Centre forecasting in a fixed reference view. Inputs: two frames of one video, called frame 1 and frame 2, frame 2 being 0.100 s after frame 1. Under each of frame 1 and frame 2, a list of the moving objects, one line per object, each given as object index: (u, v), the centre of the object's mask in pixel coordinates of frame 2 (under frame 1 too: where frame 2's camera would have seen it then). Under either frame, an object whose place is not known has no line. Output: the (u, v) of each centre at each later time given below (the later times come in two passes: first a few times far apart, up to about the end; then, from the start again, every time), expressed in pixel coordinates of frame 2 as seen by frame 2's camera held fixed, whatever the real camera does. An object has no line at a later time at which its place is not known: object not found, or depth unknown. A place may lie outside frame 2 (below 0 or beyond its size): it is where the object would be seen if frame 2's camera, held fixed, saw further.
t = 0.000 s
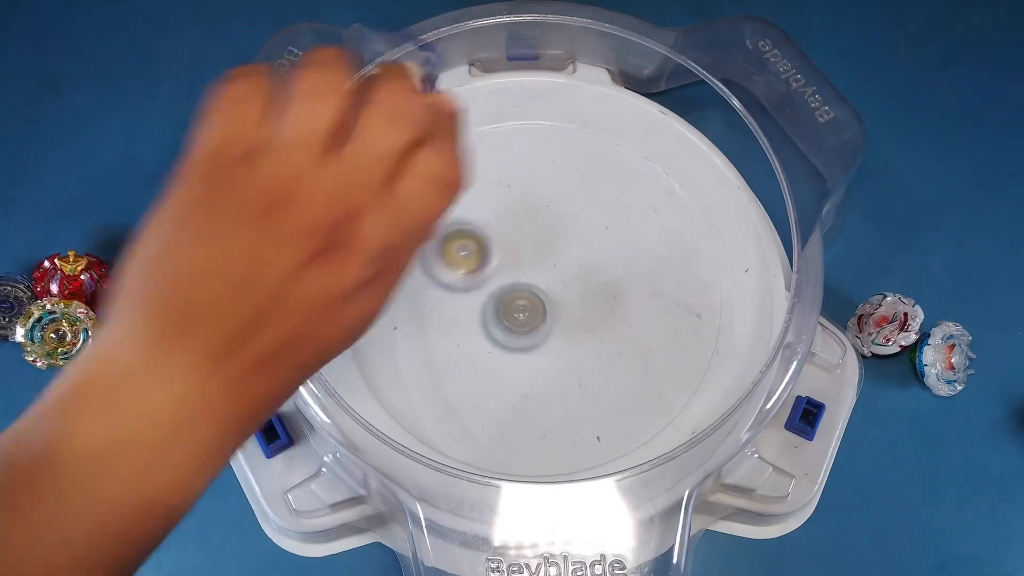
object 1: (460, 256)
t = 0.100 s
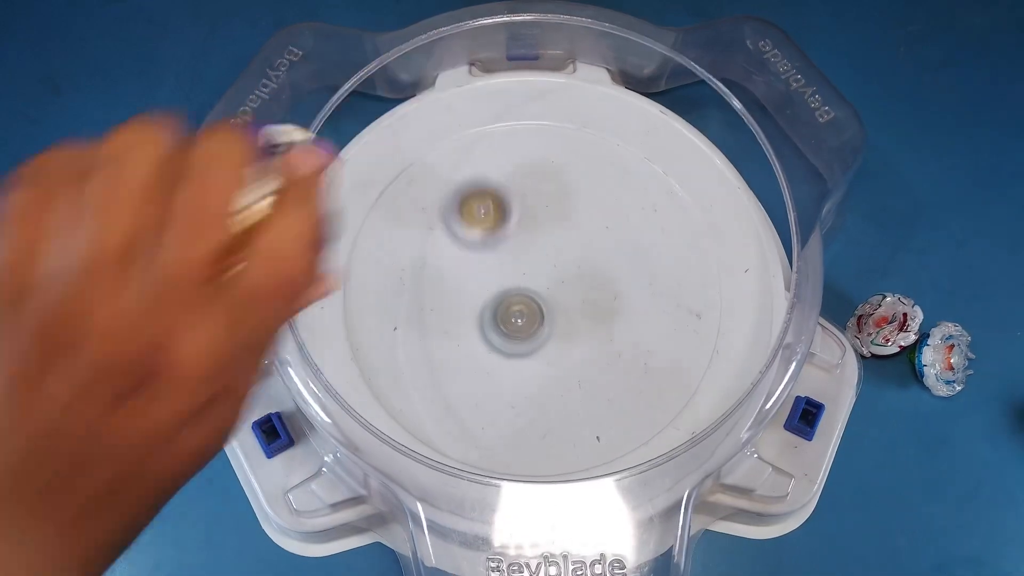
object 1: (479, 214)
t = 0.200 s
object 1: (461, 165)
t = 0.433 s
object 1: (399, 266)
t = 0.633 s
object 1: (552, 421)
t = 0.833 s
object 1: (715, 350)
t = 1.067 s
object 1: (569, 121)
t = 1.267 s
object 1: (346, 249)
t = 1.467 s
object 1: (538, 455)
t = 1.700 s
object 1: (695, 208)
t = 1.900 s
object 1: (458, 124)
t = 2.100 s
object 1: (355, 346)
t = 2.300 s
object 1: (627, 431)
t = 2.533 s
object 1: (675, 186)
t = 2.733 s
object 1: (444, 145)
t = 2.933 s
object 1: (367, 362)
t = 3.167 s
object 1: (649, 417)
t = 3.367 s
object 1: (672, 221)
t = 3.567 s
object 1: (471, 136)
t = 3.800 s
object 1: (356, 344)
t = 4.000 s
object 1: (556, 442)
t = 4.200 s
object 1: (688, 287)
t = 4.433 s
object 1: (550, 118)
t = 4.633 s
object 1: (356, 235)
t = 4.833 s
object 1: (438, 412)
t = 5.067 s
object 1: (682, 379)
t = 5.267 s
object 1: (686, 198)
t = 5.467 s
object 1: (522, 130)
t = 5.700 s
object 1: (373, 276)
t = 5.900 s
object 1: (455, 429)
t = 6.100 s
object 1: (634, 429)
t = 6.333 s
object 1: (690, 263)
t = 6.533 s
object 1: (568, 167)
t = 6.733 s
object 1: (417, 193)
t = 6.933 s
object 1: (368, 339)
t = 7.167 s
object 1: (542, 432)
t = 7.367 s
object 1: (663, 332)
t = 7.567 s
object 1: (630, 193)
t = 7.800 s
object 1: (473, 154)
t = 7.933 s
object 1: (399, 222)
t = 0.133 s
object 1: (476, 193)
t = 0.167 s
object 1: (471, 178)
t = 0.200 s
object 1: (461, 165)
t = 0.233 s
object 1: (447, 157)
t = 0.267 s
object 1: (430, 154)
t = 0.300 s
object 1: (412, 158)
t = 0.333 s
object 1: (400, 175)
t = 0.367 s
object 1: (391, 196)
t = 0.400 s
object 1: (389, 233)
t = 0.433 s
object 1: (399, 266)
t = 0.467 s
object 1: (418, 300)
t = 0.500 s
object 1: (447, 326)
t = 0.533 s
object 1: (482, 353)
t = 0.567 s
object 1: (505, 382)
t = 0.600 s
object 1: (525, 403)
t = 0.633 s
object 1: (552, 421)
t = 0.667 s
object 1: (585, 429)
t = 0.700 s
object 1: (611, 426)
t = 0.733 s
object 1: (639, 418)
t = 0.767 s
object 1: (668, 402)
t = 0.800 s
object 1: (698, 378)
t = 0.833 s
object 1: (715, 350)
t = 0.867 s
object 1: (724, 310)
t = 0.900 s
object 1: (723, 270)
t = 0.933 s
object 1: (714, 232)
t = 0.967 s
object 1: (691, 196)
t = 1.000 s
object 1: (656, 162)
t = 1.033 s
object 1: (613, 136)
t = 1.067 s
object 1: (569, 121)
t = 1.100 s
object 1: (520, 114)
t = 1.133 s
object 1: (472, 124)
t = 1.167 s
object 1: (431, 141)
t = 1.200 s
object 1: (393, 170)
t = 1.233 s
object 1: (363, 205)
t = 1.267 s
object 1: (346, 249)
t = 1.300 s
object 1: (344, 299)
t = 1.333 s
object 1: (358, 347)
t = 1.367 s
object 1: (388, 390)
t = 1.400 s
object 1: (431, 424)
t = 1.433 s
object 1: (483, 448)
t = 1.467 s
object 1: (538, 455)
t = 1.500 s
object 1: (598, 447)
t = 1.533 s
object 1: (647, 422)
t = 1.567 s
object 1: (685, 387)
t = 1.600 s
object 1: (710, 343)
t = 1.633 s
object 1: (720, 295)
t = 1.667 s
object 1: (717, 247)
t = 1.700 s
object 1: (695, 208)
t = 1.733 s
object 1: (664, 170)
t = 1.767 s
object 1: (629, 144)
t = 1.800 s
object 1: (589, 125)
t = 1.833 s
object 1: (546, 115)
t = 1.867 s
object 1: (500, 115)
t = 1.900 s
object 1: (458, 124)
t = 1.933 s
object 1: (421, 146)
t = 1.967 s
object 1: (387, 174)
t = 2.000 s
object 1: (361, 205)
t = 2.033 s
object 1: (345, 248)
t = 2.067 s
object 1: (341, 299)
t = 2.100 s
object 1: (355, 346)
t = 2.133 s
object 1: (381, 389)
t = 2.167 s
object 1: (428, 422)
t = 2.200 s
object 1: (476, 444)
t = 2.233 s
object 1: (526, 453)
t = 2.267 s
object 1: (583, 448)
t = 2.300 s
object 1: (627, 431)
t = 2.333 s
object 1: (667, 404)
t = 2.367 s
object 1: (695, 367)
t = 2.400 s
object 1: (710, 329)
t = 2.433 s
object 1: (720, 292)
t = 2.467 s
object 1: (713, 253)
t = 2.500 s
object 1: (698, 217)
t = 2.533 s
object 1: (675, 186)
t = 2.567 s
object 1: (644, 160)
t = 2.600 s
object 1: (607, 143)
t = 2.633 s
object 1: (569, 132)
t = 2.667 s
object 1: (528, 128)
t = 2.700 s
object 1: (485, 133)
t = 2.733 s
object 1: (444, 145)
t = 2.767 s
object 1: (406, 164)
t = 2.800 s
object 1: (372, 190)
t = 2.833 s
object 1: (354, 229)
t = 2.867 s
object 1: (342, 276)
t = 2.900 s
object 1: (349, 318)
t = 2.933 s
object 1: (367, 362)
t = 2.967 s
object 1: (395, 399)
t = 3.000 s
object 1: (439, 427)
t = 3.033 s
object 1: (479, 444)
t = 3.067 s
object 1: (534, 451)
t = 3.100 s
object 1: (573, 449)
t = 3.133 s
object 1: (611, 438)
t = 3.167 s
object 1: (649, 417)
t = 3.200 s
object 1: (677, 390)
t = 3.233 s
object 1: (694, 357)
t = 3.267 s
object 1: (700, 321)
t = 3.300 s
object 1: (697, 286)
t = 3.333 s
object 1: (691, 252)
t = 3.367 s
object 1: (672, 221)
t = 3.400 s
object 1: (648, 192)
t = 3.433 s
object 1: (618, 171)
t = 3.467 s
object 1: (585, 151)
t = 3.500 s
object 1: (550, 140)
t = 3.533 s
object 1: (512, 134)
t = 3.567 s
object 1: (471, 136)
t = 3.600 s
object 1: (437, 143)
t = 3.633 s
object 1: (406, 157)
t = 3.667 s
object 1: (380, 187)
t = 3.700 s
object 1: (357, 220)
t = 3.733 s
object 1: (349, 261)
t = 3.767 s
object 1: (344, 302)
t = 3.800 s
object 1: (356, 344)
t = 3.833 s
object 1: (377, 376)
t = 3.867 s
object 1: (407, 404)
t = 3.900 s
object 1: (439, 426)
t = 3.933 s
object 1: (479, 438)
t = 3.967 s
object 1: (521, 445)
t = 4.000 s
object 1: (556, 442)
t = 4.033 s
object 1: (593, 431)
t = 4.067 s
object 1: (626, 412)
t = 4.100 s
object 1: (655, 384)
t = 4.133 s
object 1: (673, 354)
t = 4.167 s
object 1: (685, 320)
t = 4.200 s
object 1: (688, 287)
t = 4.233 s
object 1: (685, 254)
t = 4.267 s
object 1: (673, 223)
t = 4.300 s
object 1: (659, 194)
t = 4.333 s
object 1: (635, 168)
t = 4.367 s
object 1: (609, 145)
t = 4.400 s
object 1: (581, 128)
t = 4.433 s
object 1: (550, 118)
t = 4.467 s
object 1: (515, 114)
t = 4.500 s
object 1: (480, 123)
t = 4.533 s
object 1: (416, 151)
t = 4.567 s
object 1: (392, 173)
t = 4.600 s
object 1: (371, 199)
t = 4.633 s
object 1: (356, 235)
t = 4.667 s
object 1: (349, 269)
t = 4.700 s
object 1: (353, 303)
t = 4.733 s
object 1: (364, 335)
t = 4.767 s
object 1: (384, 364)
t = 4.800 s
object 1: (408, 388)
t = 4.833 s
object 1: (438, 412)
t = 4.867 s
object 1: (473, 429)
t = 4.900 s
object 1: (516, 439)
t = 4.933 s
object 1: (551, 439)
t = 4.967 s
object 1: (589, 434)
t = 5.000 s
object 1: (629, 420)
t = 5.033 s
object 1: (659, 400)
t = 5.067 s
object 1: (682, 379)
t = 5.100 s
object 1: (701, 351)
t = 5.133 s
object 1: (717, 317)
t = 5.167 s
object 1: (723, 286)
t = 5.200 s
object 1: (720, 256)
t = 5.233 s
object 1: (703, 226)
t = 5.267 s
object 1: (686, 198)
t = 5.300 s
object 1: (666, 175)
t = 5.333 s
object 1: (640, 154)
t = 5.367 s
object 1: (613, 141)
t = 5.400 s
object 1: (584, 131)
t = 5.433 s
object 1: (554, 129)
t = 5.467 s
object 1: (522, 130)
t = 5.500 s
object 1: (489, 138)
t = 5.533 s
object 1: (459, 151)
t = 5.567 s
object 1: (436, 167)
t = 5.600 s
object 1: (413, 189)
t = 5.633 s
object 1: (395, 215)
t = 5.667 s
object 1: (381, 247)
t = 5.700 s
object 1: (373, 276)
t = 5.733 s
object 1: (372, 306)
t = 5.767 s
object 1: (378, 336)
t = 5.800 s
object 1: (389, 364)
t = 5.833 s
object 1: (404, 388)
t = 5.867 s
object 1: (427, 411)
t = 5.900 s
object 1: (455, 429)
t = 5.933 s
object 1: (480, 439)
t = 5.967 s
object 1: (512, 449)
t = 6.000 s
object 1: (542, 450)
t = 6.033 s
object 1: (577, 449)
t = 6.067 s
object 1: (608, 441)
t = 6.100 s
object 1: (634, 429)
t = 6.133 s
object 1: (658, 414)
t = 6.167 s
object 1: (680, 392)
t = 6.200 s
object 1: (693, 367)
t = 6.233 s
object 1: (701, 340)
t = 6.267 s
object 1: (702, 314)
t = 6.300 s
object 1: (698, 288)
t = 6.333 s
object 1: (690, 263)
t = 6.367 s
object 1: (676, 239)
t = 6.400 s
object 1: (659, 220)
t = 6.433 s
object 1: (639, 202)
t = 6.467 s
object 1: (618, 186)
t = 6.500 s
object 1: (593, 175)
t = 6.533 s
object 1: (568, 167)
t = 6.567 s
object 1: (543, 162)
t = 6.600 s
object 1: (516, 161)
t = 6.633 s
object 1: (489, 163)
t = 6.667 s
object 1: (464, 171)
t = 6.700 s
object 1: (440, 180)
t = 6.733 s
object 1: (417, 193)
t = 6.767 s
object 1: (398, 213)
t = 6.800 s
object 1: (382, 234)
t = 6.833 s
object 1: (370, 258)
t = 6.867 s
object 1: (363, 283)
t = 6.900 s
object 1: (362, 310)
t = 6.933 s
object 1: (368, 339)
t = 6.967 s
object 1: (382, 366)
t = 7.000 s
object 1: (401, 387)
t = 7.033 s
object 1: (423, 405)
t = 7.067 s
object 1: (451, 421)
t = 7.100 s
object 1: (480, 429)
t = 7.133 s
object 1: (511, 434)
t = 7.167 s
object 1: (542, 432)
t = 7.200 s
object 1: (569, 424)
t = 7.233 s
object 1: (596, 412)
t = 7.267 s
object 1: (620, 395)
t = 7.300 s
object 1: (639, 376)
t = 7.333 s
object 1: (653, 354)
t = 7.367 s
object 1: (663, 332)
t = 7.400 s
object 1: (669, 307)
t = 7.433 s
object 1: (670, 282)
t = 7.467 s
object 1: (668, 257)
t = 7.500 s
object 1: (660, 234)
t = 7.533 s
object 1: (646, 213)
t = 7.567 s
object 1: (630, 193)
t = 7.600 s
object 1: (613, 178)
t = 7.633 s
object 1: (594, 164)
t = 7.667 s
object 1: (573, 154)
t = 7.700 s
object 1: (549, 148)
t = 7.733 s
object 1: (525, 145)
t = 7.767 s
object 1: (498, 147)
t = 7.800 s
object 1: (473, 154)
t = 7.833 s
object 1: (450, 165)
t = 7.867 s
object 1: (429, 178)
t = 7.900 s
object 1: (411, 198)
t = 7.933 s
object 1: (399, 222)
